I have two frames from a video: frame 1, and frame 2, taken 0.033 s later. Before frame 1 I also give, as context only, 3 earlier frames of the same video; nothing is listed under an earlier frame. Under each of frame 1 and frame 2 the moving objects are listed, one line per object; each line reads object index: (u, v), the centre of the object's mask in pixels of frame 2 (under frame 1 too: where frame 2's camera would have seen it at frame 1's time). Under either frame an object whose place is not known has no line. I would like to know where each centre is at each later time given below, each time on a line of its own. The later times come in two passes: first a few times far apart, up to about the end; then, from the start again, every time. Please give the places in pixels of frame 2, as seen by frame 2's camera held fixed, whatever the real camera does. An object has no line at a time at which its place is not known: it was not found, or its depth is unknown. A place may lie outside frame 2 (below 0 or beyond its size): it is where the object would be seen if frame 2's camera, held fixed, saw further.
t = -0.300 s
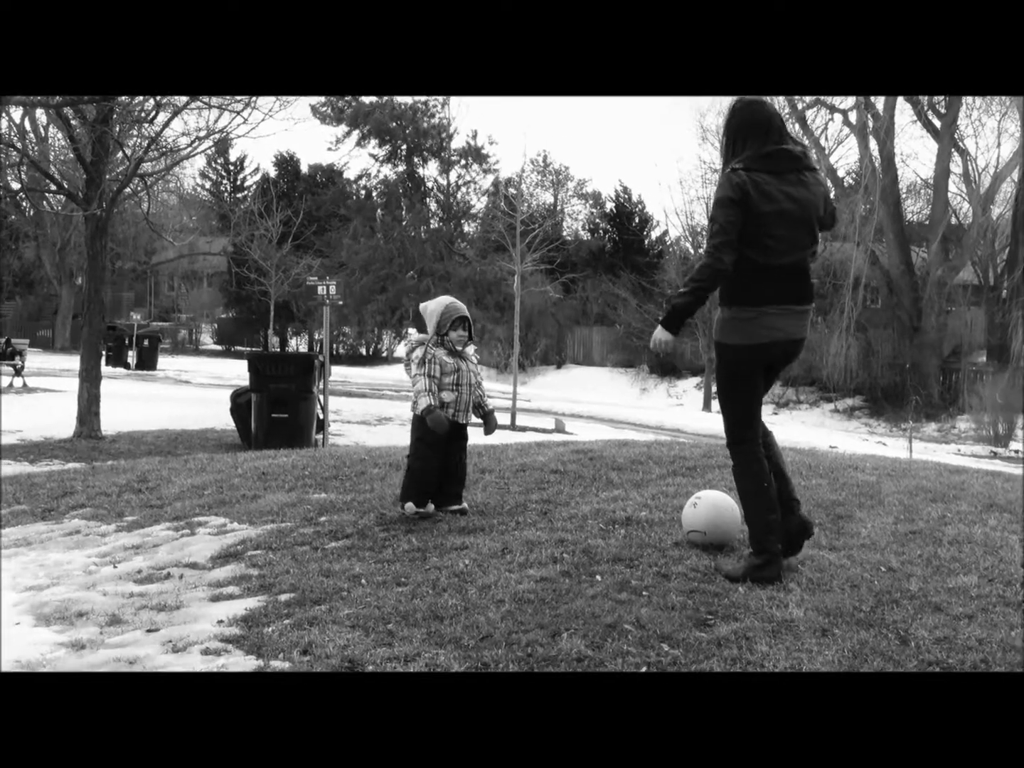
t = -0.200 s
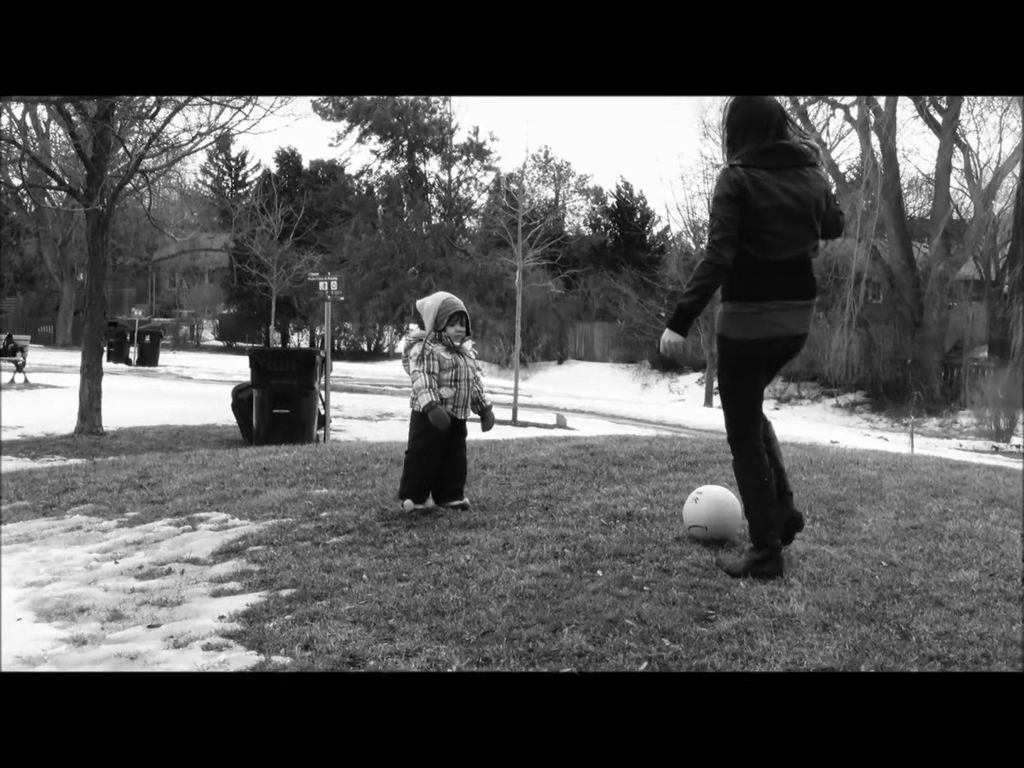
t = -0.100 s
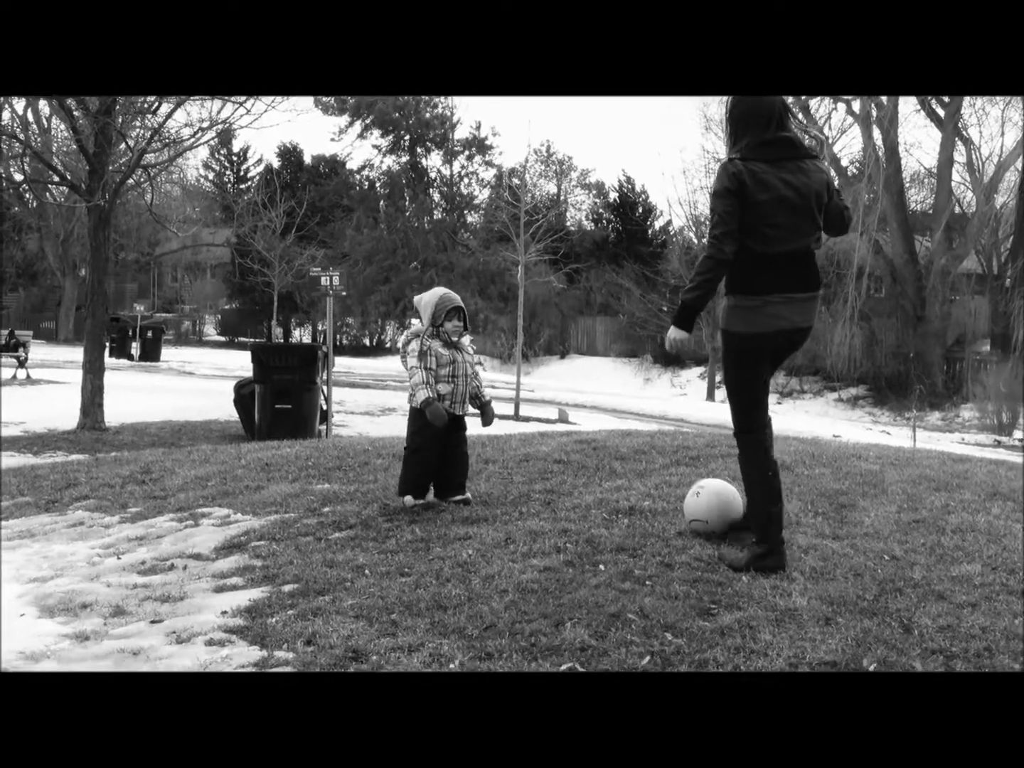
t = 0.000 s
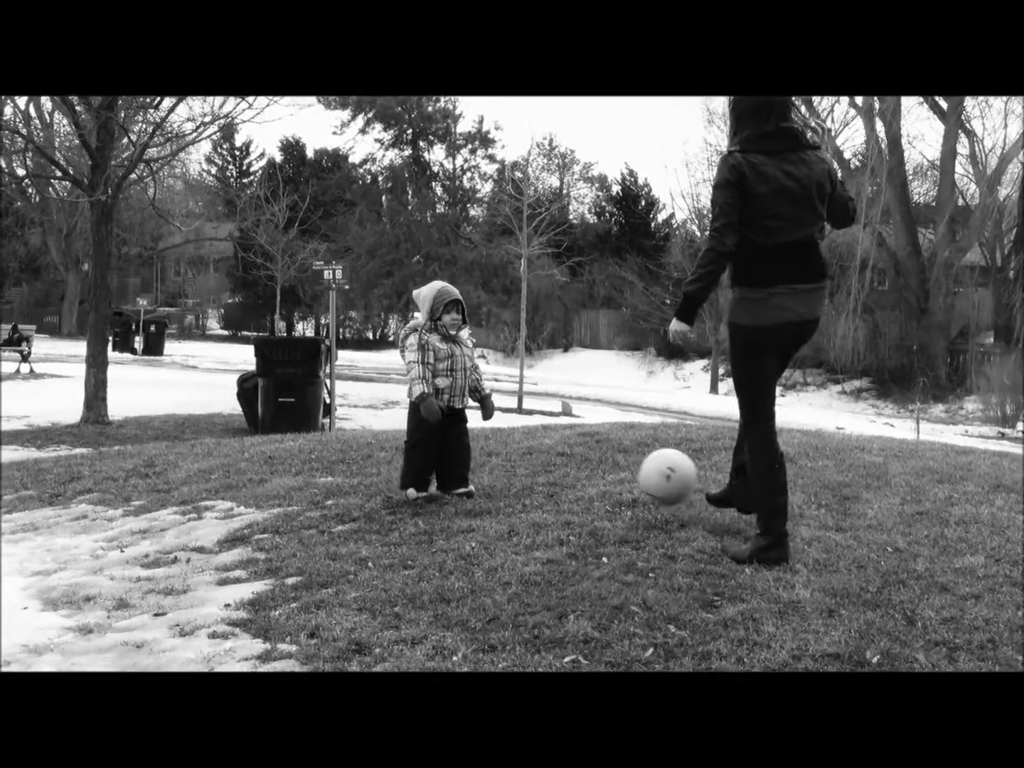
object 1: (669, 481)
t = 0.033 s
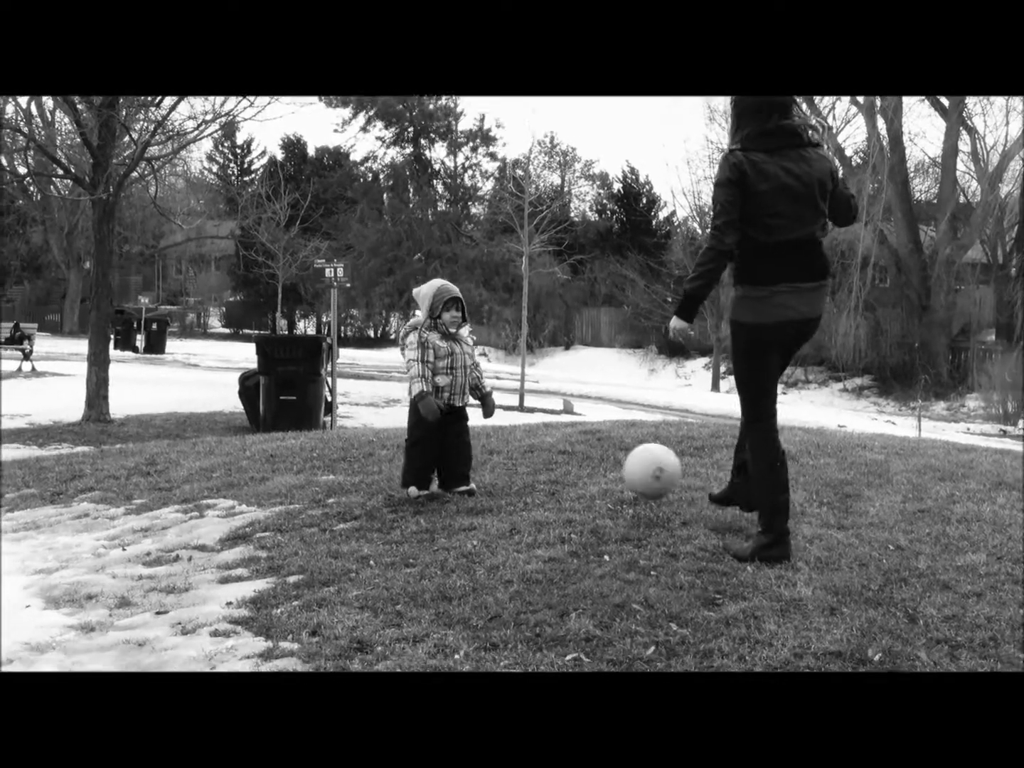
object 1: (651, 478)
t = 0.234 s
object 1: (560, 493)
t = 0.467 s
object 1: (493, 495)
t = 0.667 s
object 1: (439, 497)
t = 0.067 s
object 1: (634, 477)
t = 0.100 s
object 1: (618, 479)
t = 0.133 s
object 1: (601, 484)
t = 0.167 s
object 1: (584, 493)
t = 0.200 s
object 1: (570, 495)
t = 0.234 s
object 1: (560, 493)
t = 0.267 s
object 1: (550, 492)
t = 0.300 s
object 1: (539, 492)
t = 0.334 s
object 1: (529, 492)
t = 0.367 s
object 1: (519, 493)
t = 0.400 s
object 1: (511, 492)
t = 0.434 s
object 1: (502, 492)
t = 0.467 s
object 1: (493, 495)
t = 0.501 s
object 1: (484, 492)
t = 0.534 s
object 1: (475, 492)
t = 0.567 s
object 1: (465, 498)
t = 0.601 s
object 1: (456, 497)
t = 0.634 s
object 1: (448, 497)
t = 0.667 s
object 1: (439, 497)
